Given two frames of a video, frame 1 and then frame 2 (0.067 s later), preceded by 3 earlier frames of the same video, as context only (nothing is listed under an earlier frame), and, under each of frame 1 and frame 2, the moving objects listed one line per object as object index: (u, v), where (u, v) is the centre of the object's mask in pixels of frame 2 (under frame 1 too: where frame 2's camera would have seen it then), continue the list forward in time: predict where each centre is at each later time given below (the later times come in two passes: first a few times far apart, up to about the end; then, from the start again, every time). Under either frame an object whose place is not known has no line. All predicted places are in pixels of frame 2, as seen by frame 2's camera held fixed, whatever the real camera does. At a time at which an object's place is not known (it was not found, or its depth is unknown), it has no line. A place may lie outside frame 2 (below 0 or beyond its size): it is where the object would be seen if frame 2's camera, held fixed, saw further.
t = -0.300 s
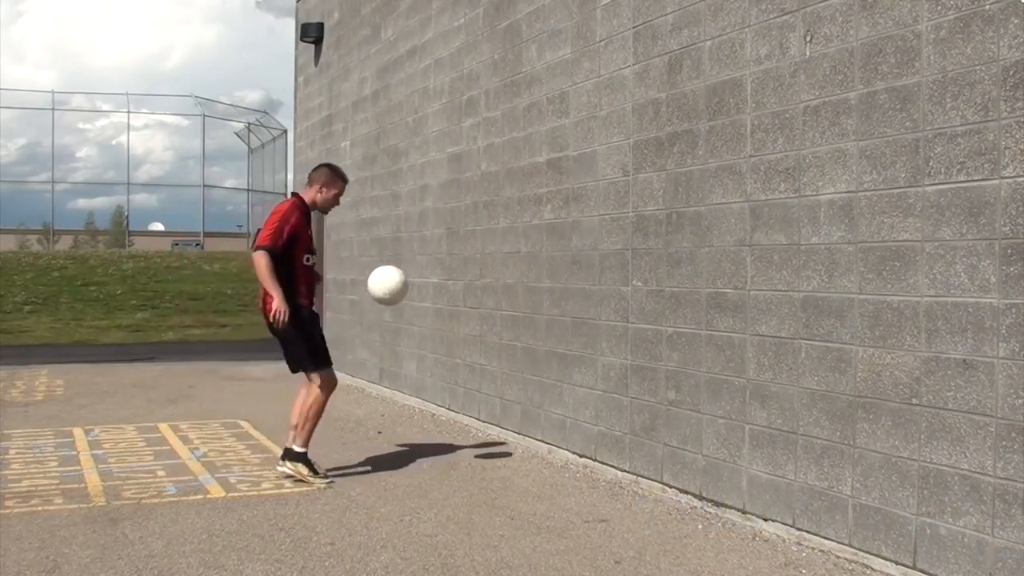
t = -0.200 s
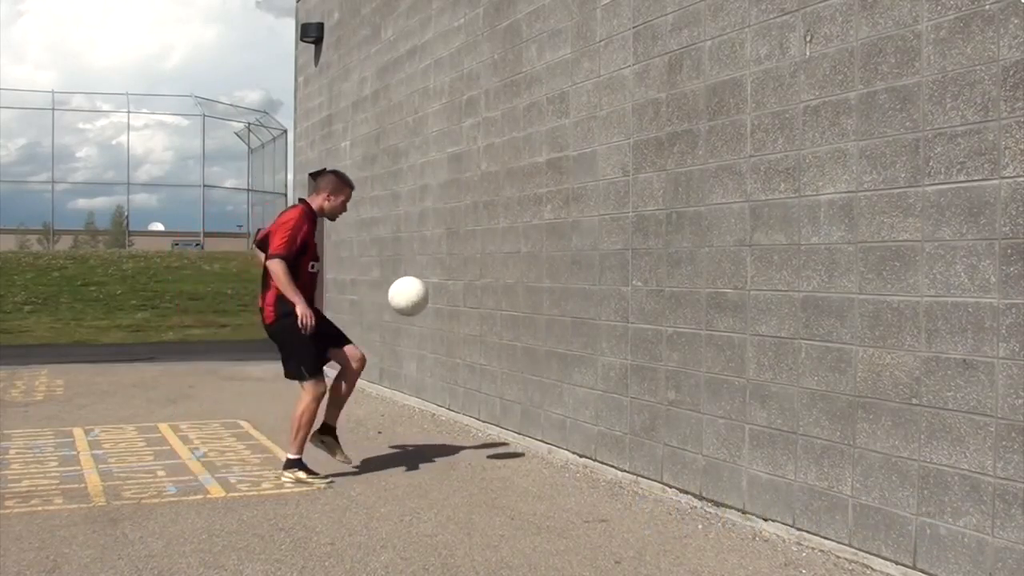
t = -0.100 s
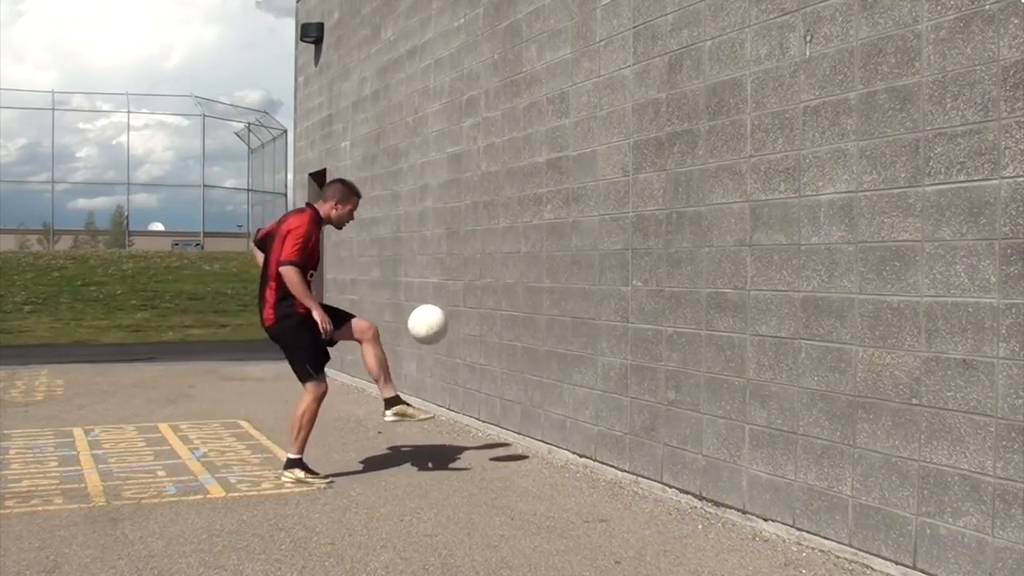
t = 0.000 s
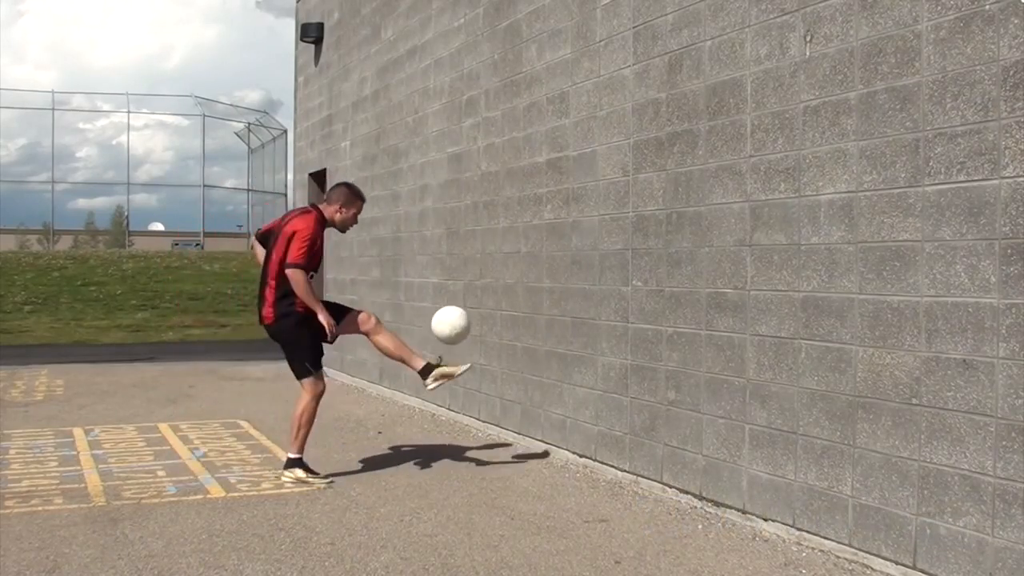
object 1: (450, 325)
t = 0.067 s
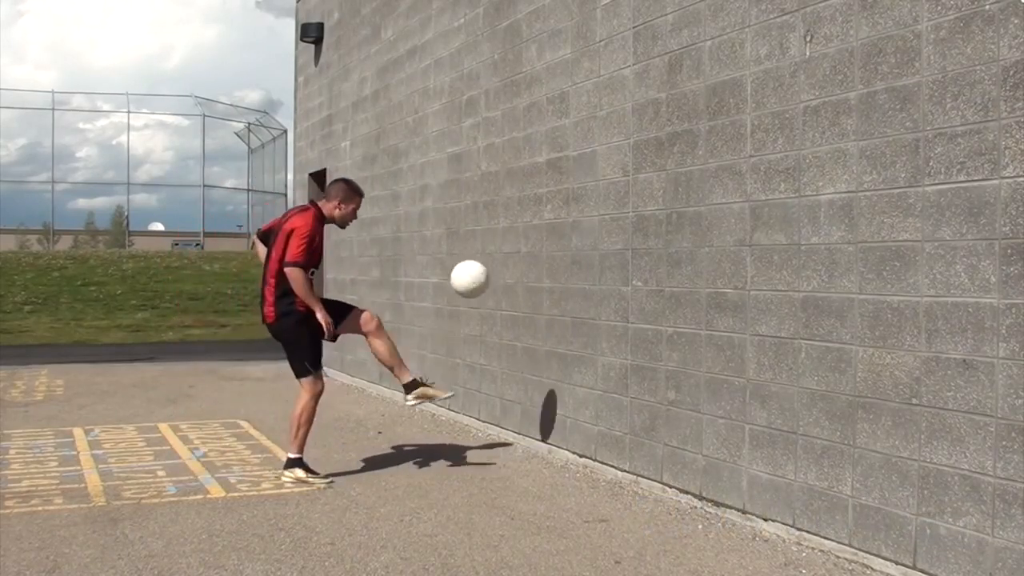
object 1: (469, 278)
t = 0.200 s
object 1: (505, 211)
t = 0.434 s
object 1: (547, 165)
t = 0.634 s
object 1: (497, 191)
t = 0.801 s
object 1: (454, 264)
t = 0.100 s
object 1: (478, 259)
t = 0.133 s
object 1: (488, 241)
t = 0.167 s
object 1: (497, 225)
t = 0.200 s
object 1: (505, 211)
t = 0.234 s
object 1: (514, 199)
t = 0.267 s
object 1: (522, 189)
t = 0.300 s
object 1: (531, 181)
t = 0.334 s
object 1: (539, 174)
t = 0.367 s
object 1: (548, 170)
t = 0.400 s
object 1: (555, 167)
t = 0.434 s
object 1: (547, 165)
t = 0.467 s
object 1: (538, 165)
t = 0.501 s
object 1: (531, 166)
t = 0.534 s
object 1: (522, 170)
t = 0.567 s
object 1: (514, 175)
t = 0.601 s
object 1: (505, 182)
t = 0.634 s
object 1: (497, 191)
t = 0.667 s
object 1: (489, 202)
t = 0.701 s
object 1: (480, 215)
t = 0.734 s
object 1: (472, 229)
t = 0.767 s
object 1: (463, 246)
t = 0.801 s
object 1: (454, 264)
